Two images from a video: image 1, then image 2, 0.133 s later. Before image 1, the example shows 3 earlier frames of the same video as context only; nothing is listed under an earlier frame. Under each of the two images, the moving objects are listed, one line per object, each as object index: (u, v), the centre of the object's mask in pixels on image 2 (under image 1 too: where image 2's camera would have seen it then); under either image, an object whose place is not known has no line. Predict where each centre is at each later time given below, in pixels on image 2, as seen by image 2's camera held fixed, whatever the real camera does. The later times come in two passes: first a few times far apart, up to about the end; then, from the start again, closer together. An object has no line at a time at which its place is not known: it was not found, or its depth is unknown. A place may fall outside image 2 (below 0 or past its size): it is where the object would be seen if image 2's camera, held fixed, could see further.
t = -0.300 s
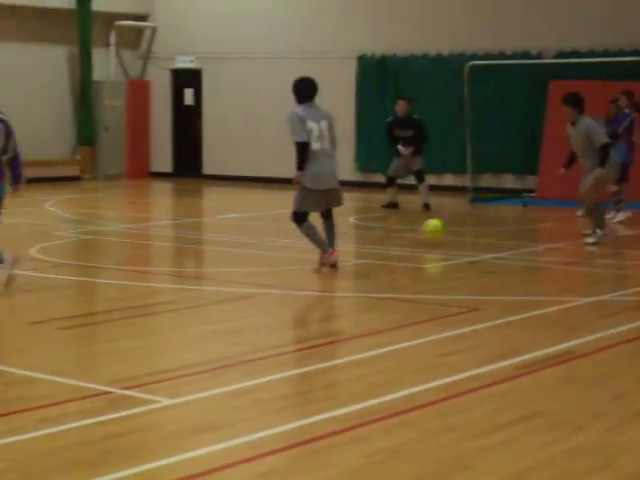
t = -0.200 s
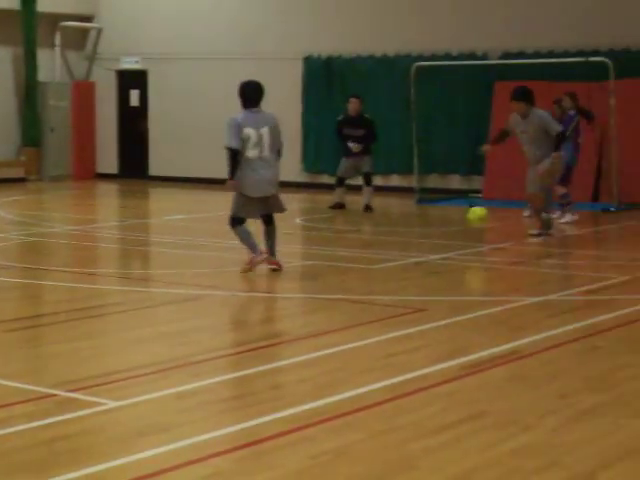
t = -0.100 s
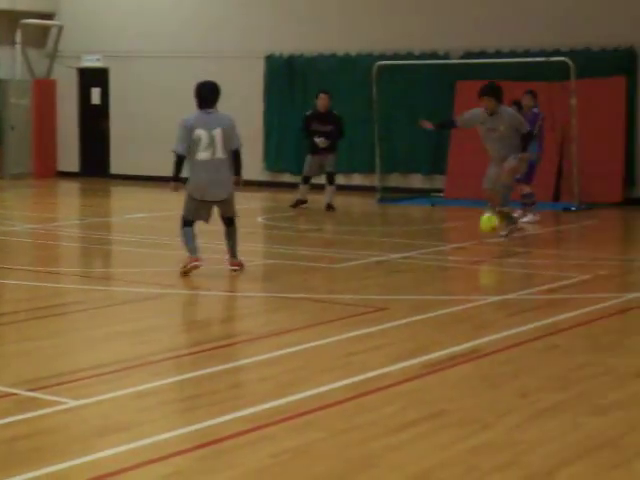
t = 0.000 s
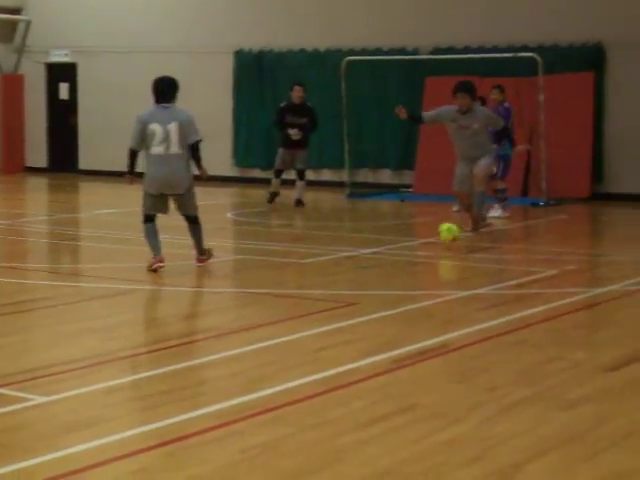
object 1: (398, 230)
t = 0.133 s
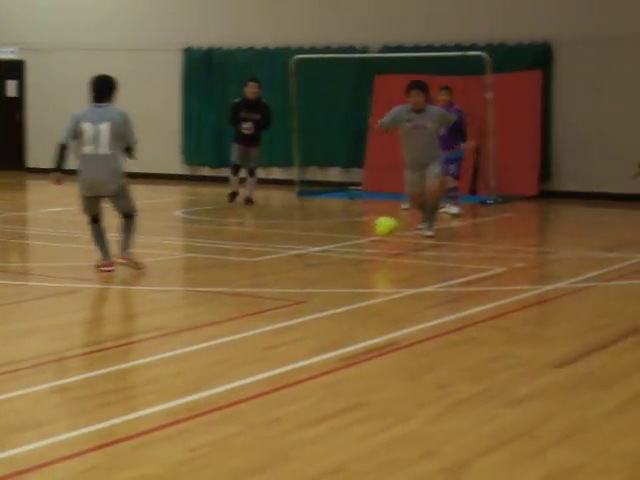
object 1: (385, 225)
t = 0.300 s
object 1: (367, 250)
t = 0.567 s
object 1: (335, 266)
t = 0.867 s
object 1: (293, 285)
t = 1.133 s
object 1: (249, 310)
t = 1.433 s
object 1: (183, 343)
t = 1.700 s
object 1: (105, 382)
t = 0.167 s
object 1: (382, 227)
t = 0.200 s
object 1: (378, 231)
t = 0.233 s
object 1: (375, 234)
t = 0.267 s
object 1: (371, 240)
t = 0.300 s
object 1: (367, 250)
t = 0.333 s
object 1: (364, 251)
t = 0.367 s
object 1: (360, 251)
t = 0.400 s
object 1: (356, 249)
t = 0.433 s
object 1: (352, 250)
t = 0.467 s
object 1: (349, 252)
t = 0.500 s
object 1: (344, 256)
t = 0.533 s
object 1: (340, 263)
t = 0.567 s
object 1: (335, 266)
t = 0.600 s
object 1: (332, 265)
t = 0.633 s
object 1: (327, 267)
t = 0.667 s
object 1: (323, 267)
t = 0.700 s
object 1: (318, 272)
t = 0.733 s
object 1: (314, 277)
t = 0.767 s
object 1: (309, 279)
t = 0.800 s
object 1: (304, 280)
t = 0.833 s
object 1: (298, 281)
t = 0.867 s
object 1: (293, 285)
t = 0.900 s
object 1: (289, 289)
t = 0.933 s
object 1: (284, 290)
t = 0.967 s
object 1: (279, 292)
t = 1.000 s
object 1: (272, 296)
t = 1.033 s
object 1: (267, 301)
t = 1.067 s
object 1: (261, 303)
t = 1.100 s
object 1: (256, 306)
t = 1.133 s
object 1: (249, 310)
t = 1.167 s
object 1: (243, 313)
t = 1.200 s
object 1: (236, 317)
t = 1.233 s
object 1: (229, 320)
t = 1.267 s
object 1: (222, 323)
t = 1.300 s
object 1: (215, 327)
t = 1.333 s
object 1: (207, 331)
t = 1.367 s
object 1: (200, 335)
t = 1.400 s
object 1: (192, 338)
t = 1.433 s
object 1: (183, 343)
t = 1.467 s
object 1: (175, 346)
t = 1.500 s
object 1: (166, 351)
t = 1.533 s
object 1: (157, 356)
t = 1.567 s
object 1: (148, 360)
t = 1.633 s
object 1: (127, 371)
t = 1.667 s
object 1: (116, 377)
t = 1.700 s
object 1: (105, 382)
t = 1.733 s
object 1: (94, 387)
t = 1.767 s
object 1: (83, 393)
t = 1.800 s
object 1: (71, 399)
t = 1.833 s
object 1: (57, 406)
